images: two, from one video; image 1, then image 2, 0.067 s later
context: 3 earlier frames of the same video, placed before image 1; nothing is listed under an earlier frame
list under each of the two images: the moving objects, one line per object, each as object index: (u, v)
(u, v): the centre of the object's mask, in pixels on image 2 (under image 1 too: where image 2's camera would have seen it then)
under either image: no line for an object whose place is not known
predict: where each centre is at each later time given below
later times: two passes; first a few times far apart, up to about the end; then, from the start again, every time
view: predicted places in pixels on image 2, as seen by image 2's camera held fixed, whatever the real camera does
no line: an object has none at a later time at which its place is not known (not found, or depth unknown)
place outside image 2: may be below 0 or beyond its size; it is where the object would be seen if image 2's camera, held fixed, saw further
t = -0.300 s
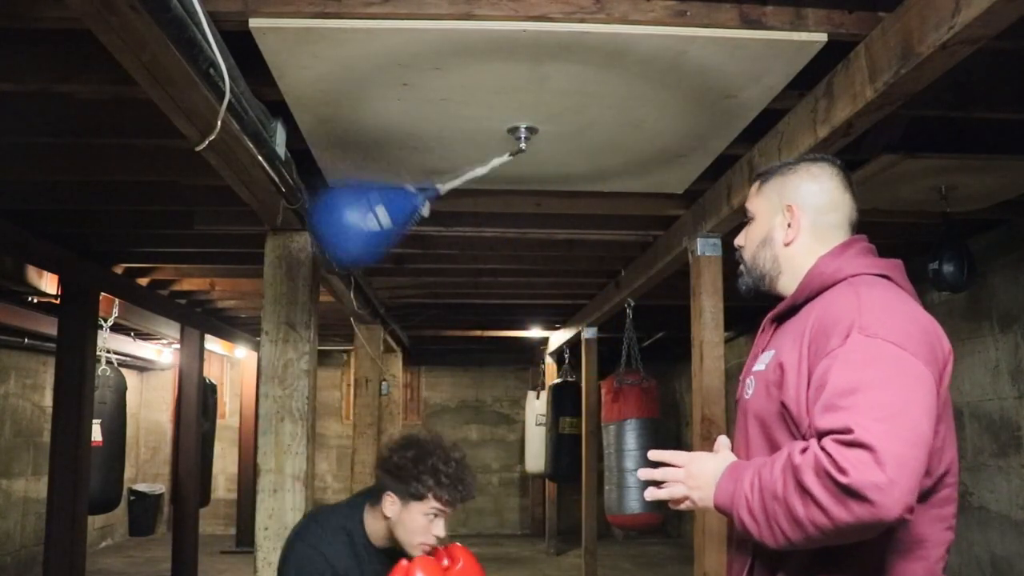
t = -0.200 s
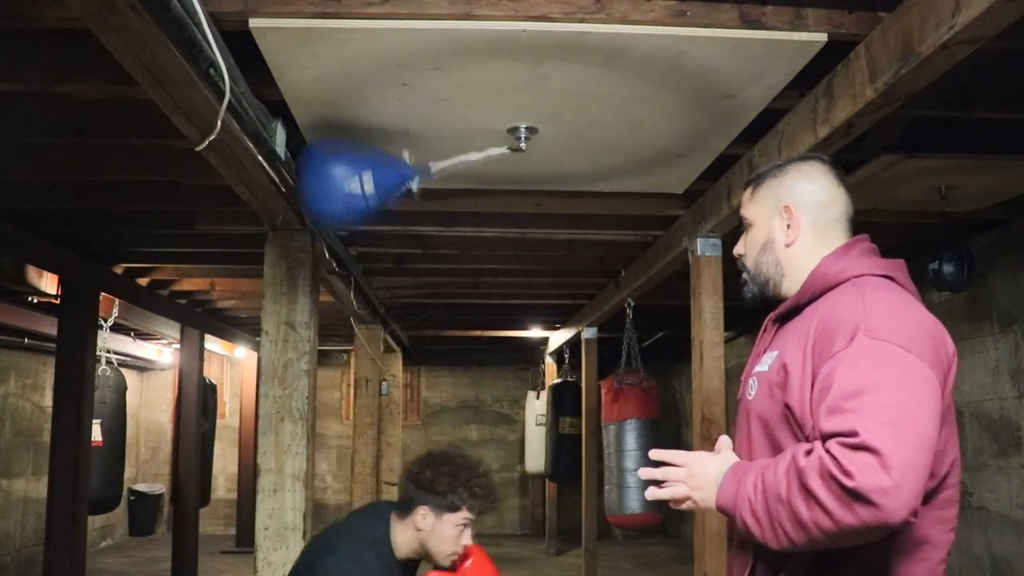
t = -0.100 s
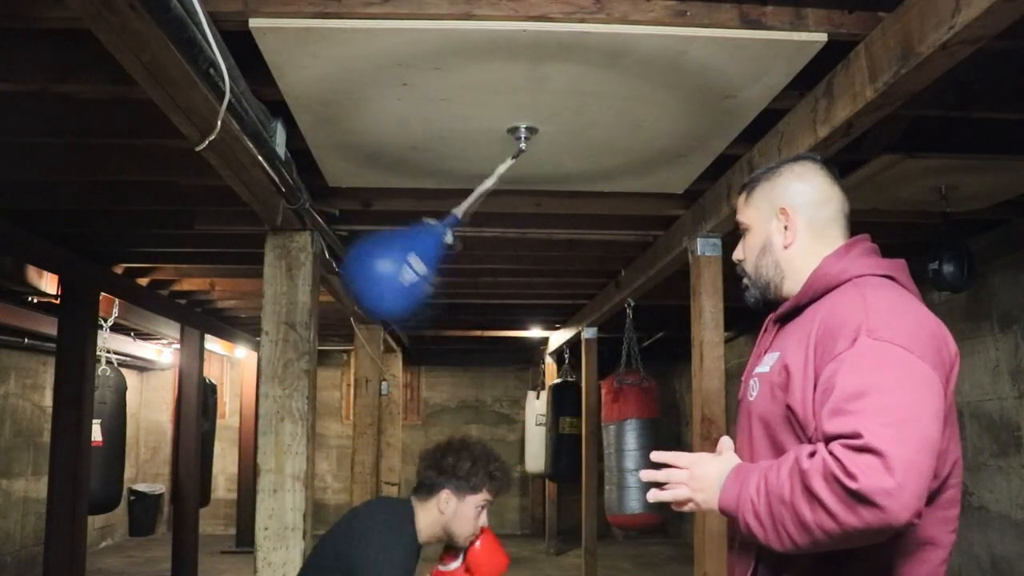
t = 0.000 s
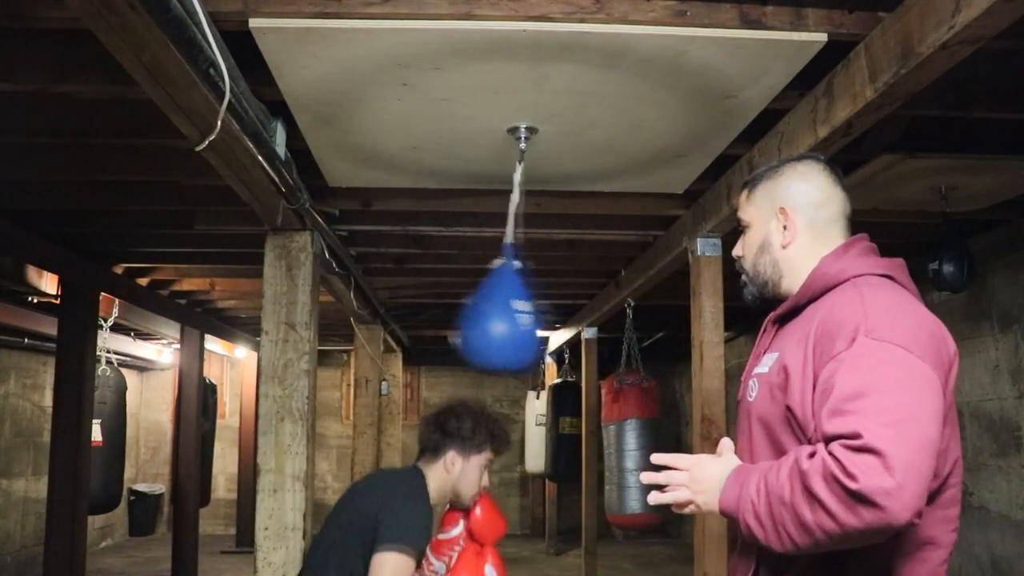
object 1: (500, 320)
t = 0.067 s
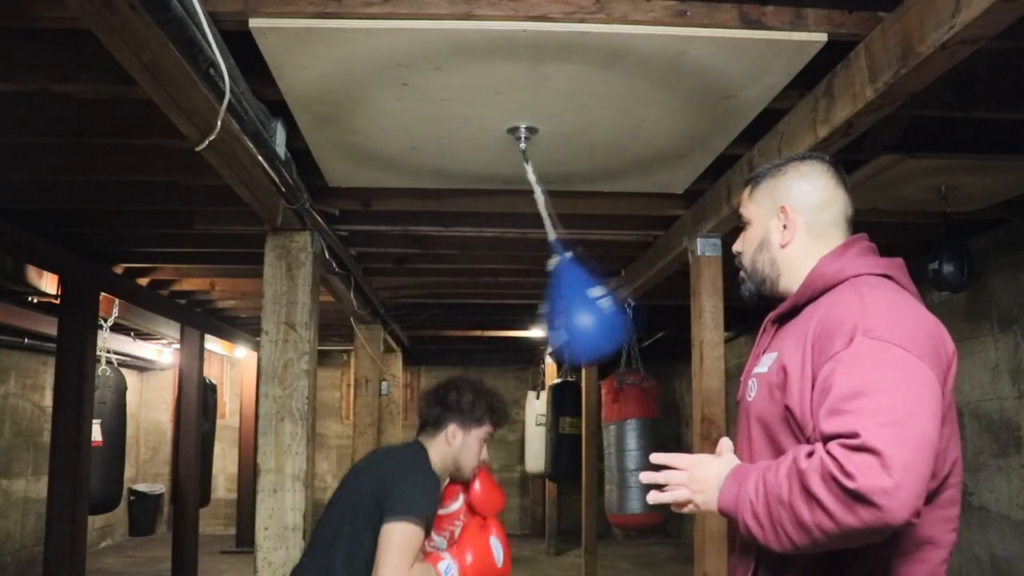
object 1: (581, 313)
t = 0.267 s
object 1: (692, 180)
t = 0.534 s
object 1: (581, 311)
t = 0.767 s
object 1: (371, 236)
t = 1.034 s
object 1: (363, 217)
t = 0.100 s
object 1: (613, 297)
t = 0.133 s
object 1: (640, 276)
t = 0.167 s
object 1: (662, 253)
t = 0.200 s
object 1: (676, 227)
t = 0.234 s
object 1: (686, 203)
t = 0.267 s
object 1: (692, 180)
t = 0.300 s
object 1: (693, 176)
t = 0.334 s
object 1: (691, 193)
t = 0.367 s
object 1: (685, 213)
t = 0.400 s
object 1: (674, 234)
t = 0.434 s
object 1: (660, 257)
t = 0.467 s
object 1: (639, 279)
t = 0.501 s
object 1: (613, 297)
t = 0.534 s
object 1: (581, 311)
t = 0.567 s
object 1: (543, 317)
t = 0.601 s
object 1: (505, 318)
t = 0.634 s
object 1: (469, 311)
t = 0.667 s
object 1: (436, 298)
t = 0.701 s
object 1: (408, 279)
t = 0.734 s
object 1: (388, 258)
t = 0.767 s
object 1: (371, 236)
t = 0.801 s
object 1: (360, 216)
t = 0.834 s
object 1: (353, 198)
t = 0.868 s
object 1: (350, 181)
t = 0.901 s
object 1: (347, 170)
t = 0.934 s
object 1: (348, 172)
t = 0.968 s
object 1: (350, 185)
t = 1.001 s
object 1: (355, 199)
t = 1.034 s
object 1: (363, 217)
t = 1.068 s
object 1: (373, 237)
